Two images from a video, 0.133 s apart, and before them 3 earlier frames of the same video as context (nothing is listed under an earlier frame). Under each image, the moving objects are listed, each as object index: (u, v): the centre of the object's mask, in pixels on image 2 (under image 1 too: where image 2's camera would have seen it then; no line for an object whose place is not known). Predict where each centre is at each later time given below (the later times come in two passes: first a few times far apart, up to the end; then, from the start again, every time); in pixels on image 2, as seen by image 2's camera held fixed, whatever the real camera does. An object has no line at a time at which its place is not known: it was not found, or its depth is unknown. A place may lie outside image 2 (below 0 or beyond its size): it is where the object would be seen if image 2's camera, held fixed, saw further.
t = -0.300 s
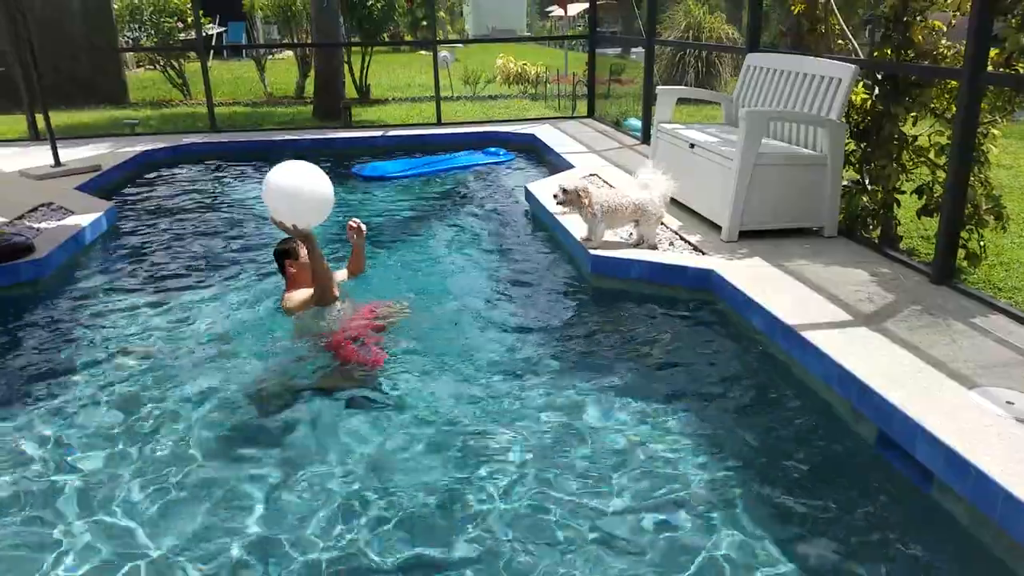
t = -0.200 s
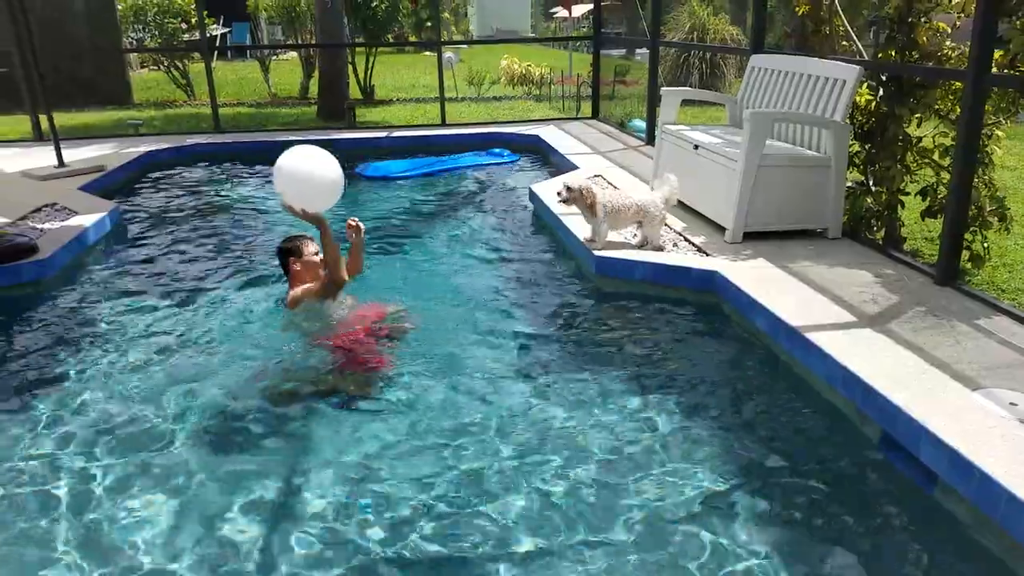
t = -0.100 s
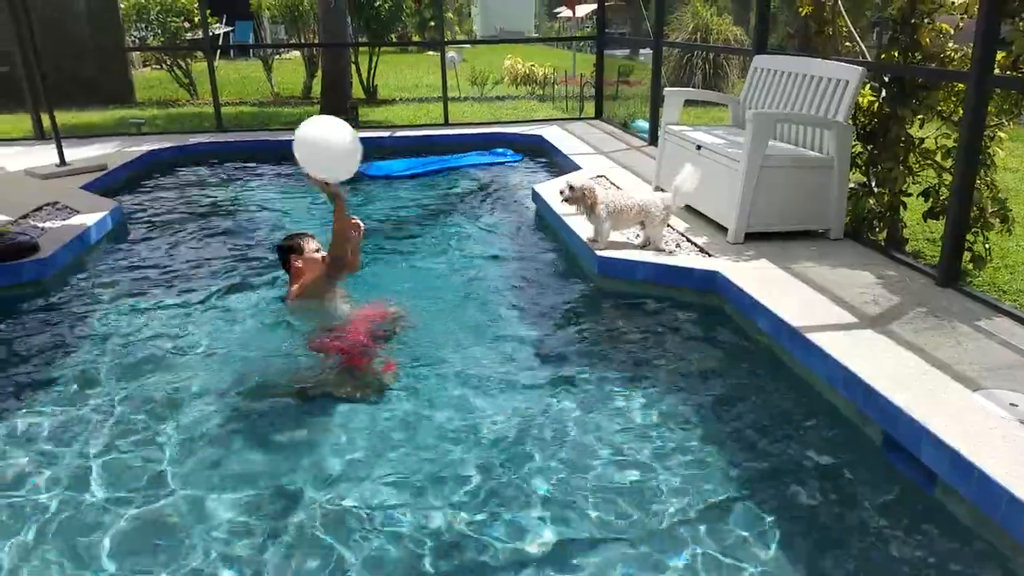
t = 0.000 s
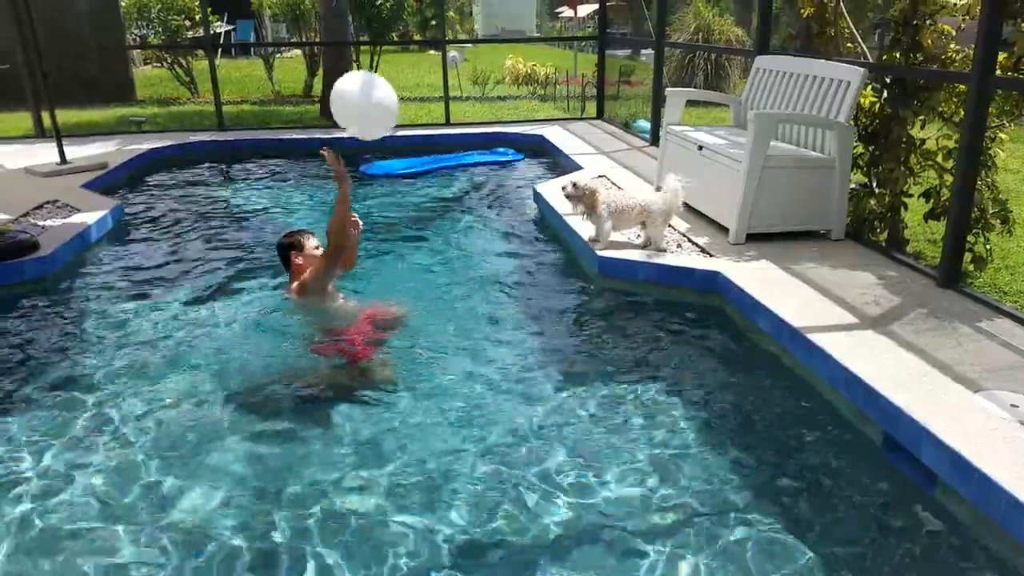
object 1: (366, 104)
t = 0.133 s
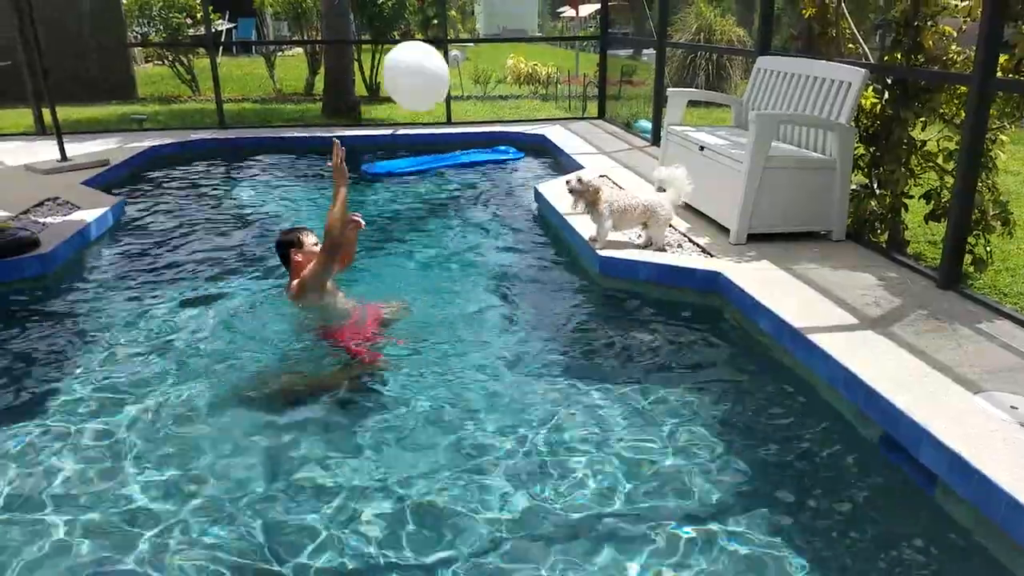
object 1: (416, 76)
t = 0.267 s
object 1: (465, 84)
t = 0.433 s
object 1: (521, 144)
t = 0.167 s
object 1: (428, 75)
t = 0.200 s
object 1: (441, 76)
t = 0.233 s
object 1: (453, 79)
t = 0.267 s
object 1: (465, 84)
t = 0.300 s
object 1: (477, 93)
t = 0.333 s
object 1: (489, 103)
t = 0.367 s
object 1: (500, 115)
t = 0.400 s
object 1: (511, 128)
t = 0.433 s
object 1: (521, 144)
